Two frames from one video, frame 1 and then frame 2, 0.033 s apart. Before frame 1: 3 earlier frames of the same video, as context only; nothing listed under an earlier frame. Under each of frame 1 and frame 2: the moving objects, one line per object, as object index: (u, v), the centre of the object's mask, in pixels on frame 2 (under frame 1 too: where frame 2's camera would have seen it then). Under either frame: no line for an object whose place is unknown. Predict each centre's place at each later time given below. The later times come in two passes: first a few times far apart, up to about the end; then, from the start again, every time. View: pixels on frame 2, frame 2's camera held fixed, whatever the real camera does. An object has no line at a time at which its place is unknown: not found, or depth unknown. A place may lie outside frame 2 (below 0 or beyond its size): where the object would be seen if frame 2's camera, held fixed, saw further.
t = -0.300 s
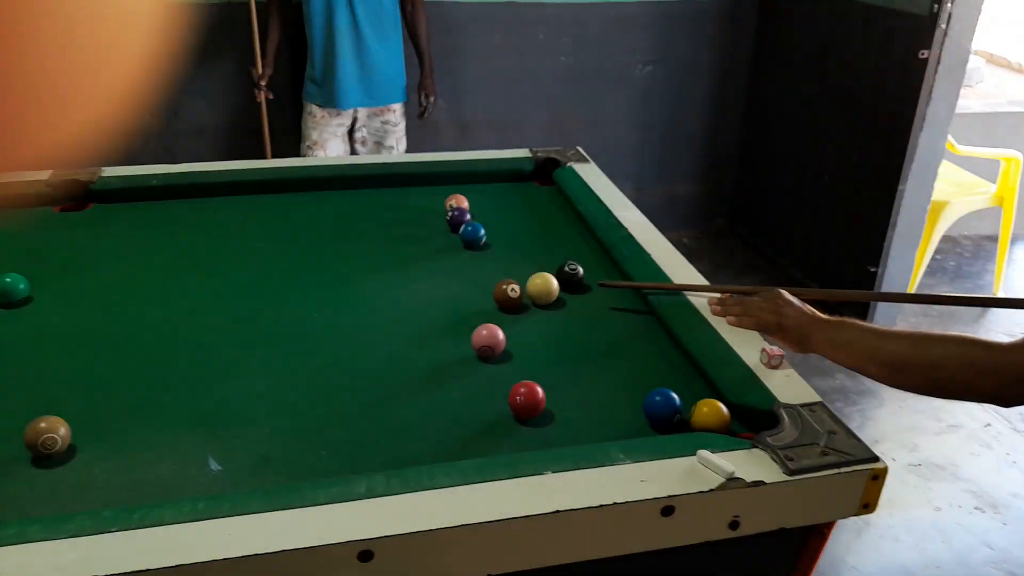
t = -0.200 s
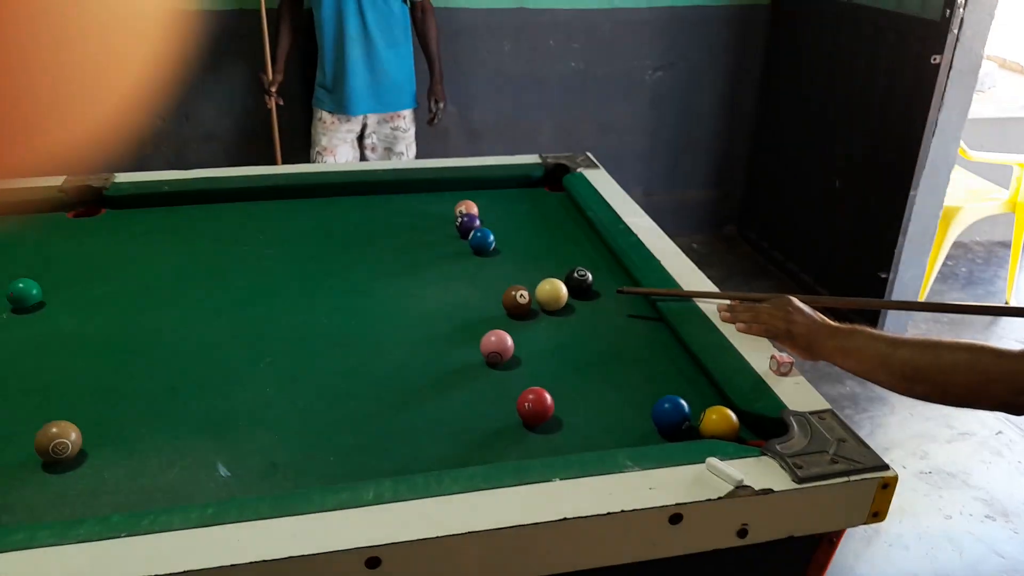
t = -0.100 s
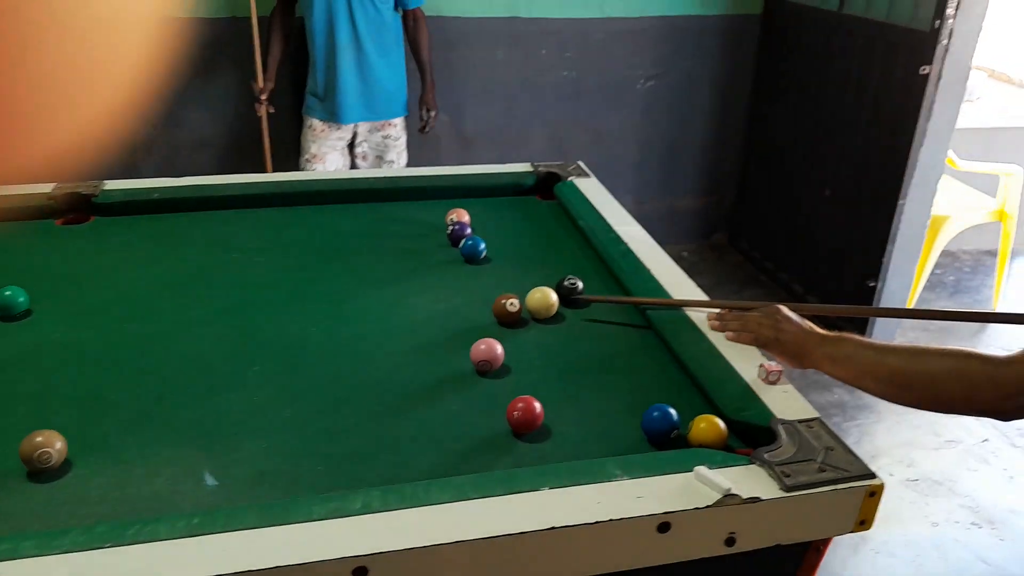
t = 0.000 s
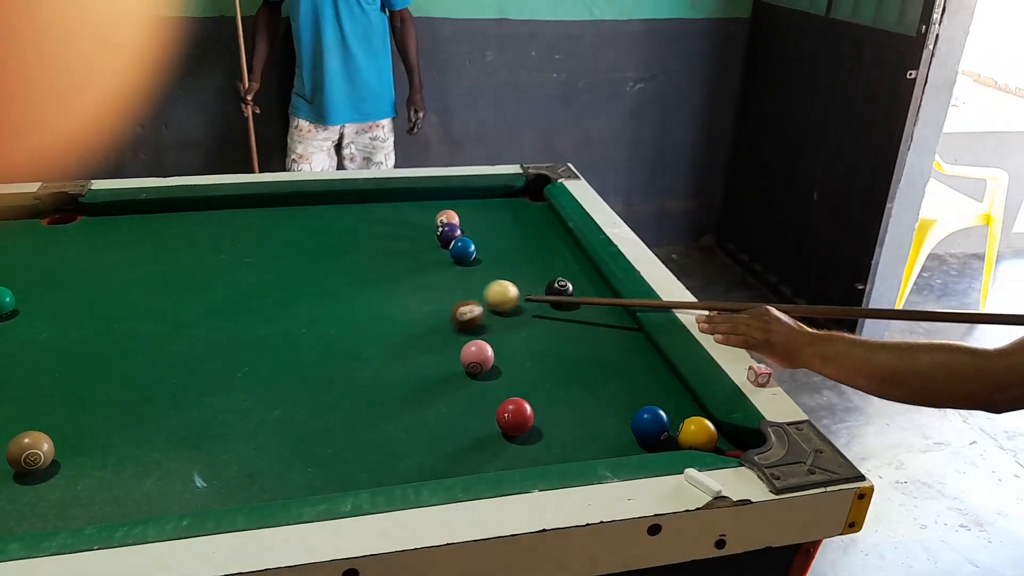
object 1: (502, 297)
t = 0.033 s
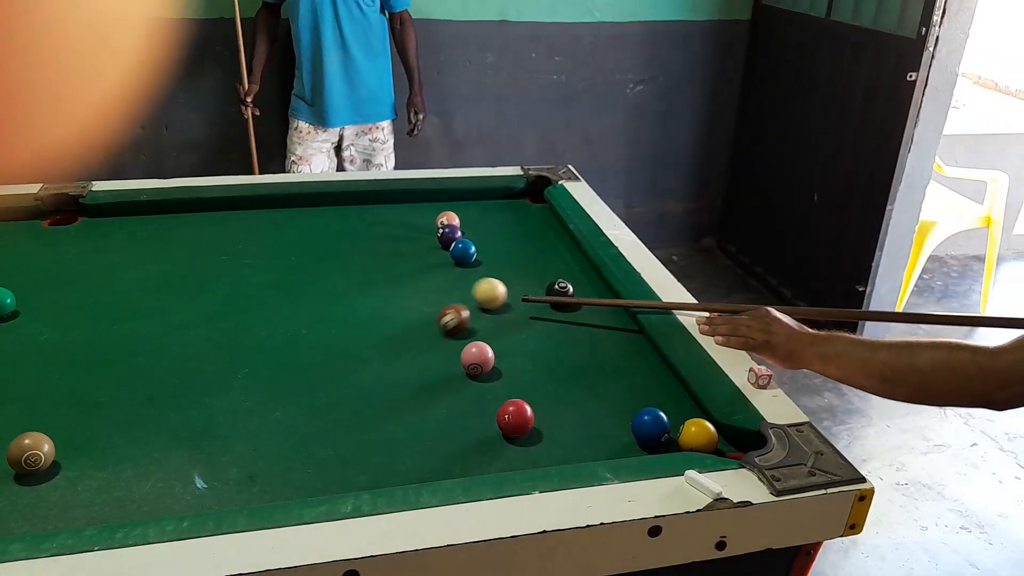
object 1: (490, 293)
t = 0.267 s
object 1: (410, 269)
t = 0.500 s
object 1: (342, 248)
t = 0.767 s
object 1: (272, 227)
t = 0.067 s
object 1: (478, 290)
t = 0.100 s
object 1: (466, 286)
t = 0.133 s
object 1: (455, 283)
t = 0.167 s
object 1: (443, 279)
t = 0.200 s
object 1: (432, 276)
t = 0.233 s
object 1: (421, 272)
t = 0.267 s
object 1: (410, 269)
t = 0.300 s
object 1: (400, 266)
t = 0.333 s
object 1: (390, 262)
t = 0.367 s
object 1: (381, 260)
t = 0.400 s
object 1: (371, 257)
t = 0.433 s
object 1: (361, 253)
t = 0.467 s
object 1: (351, 251)
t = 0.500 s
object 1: (342, 248)
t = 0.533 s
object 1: (332, 245)
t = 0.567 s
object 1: (323, 242)
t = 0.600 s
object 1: (314, 239)
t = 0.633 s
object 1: (306, 237)
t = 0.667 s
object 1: (297, 234)
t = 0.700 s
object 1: (289, 232)
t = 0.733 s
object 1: (281, 230)
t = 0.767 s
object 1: (272, 227)
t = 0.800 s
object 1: (264, 225)
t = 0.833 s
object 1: (256, 223)
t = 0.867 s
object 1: (248, 220)
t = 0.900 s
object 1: (241, 218)
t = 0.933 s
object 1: (233, 216)
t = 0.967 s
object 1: (225, 214)
